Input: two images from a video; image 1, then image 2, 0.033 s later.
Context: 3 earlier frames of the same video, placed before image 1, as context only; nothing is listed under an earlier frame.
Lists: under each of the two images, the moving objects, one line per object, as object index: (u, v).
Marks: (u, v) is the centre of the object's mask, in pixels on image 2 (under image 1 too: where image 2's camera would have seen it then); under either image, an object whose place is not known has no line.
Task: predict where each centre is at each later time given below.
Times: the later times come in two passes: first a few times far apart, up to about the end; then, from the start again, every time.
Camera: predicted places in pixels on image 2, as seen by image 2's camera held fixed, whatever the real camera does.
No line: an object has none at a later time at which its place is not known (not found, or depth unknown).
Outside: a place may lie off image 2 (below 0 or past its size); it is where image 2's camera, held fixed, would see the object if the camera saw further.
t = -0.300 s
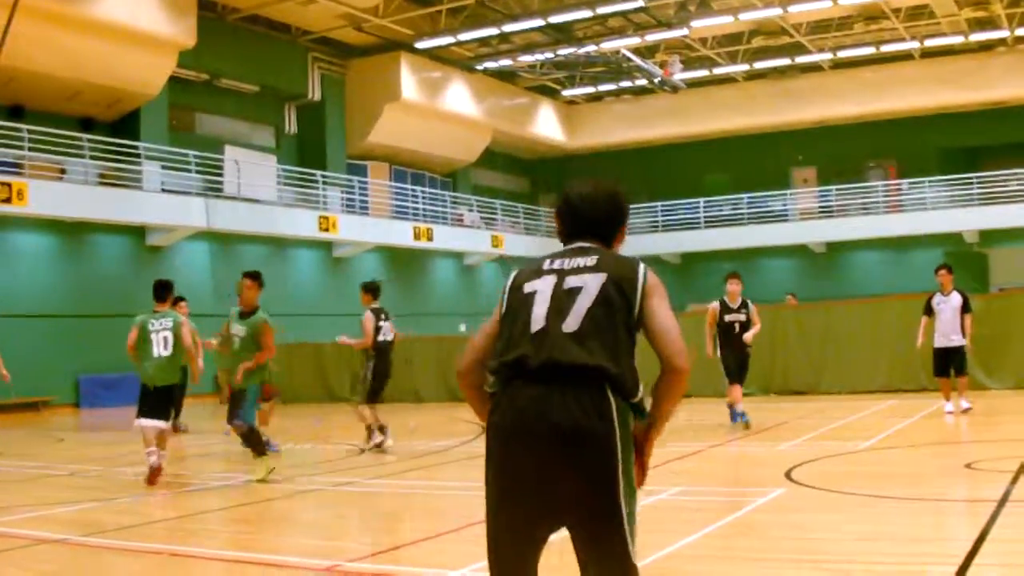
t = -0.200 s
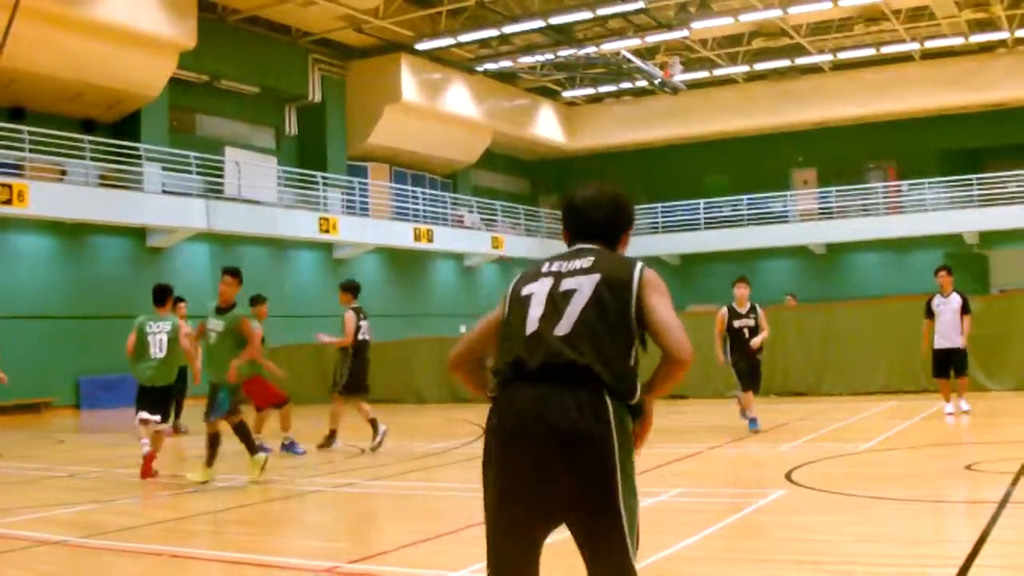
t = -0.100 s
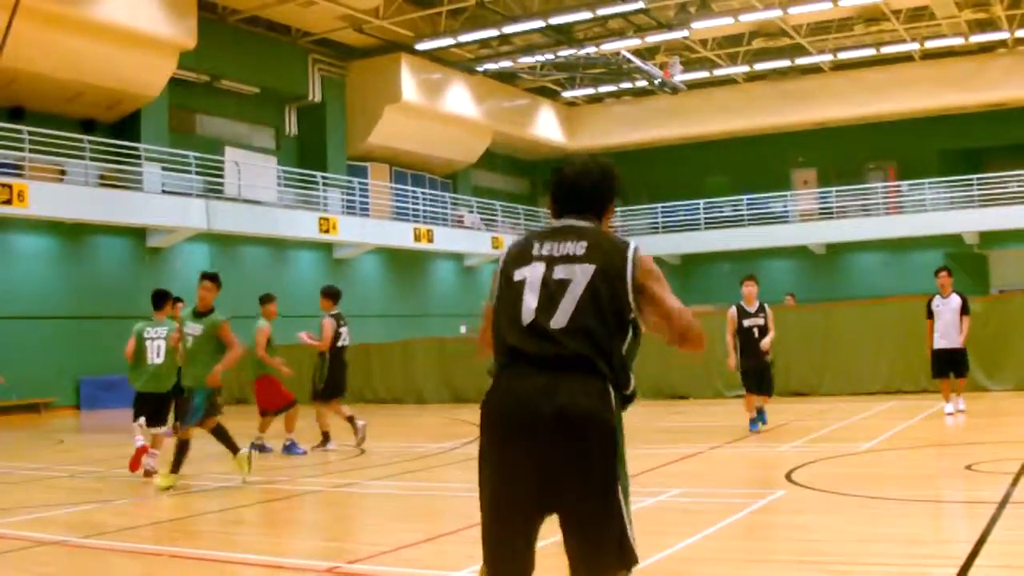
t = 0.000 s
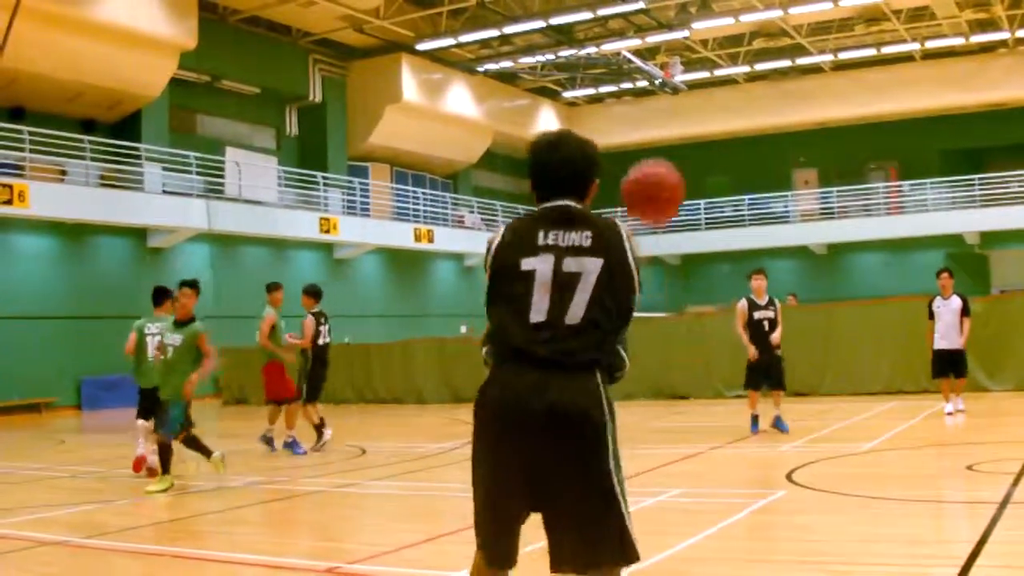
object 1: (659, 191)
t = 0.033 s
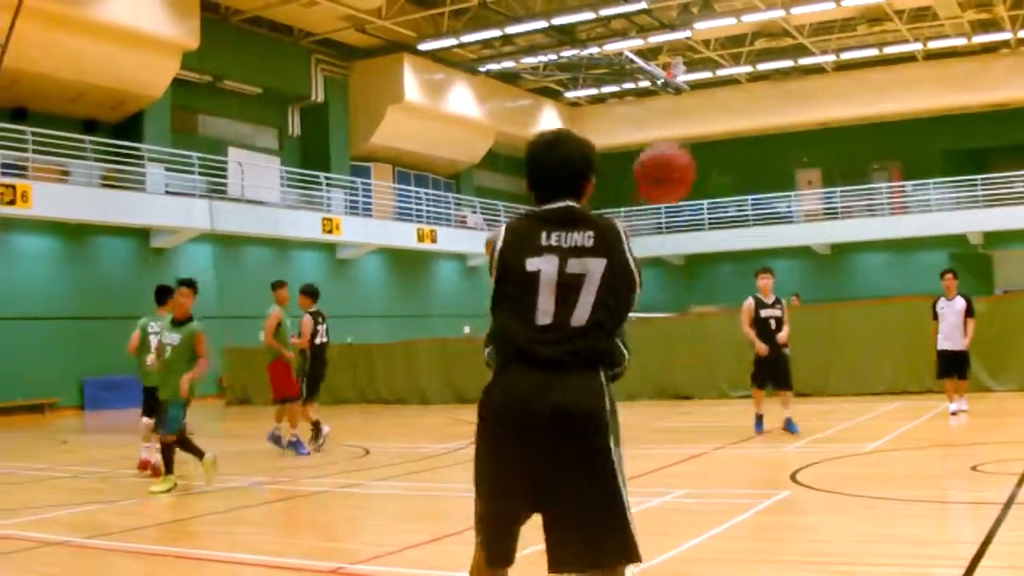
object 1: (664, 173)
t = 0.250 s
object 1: (712, 132)
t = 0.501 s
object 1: (743, 175)
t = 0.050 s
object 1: (669, 167)
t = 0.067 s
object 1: (673, 160)
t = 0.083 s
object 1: (678, 155)
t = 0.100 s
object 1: (684, 148)
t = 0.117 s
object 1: (688, 144)
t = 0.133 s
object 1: (692, 141)
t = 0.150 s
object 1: (695, 137)
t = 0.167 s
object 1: (699, 135)
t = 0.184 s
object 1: (702, 134)
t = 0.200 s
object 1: (705, 132)
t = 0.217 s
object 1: (708, 132)
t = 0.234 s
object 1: (709, 131)
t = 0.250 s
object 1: (712, 132)
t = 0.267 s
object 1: (714, 132)
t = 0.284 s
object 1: (716, 134)
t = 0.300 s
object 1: (718, 136)
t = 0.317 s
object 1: (721, 137)
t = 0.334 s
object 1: (724, 139)
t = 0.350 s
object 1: (724, 141)
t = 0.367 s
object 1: (725, 144)
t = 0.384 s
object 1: (727, 149)
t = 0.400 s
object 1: (731, 150)
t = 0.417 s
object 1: (733, 154)
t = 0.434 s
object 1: (734, 158)
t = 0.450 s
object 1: (737, 162)
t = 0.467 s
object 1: (739, 166)
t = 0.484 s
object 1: (742, 171)
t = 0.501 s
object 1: (743, 175)
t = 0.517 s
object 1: (744, 180)
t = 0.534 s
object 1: (746, 186)
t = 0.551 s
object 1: (747, 190)
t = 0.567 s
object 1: (749, 197)
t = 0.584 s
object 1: (750, 202)
